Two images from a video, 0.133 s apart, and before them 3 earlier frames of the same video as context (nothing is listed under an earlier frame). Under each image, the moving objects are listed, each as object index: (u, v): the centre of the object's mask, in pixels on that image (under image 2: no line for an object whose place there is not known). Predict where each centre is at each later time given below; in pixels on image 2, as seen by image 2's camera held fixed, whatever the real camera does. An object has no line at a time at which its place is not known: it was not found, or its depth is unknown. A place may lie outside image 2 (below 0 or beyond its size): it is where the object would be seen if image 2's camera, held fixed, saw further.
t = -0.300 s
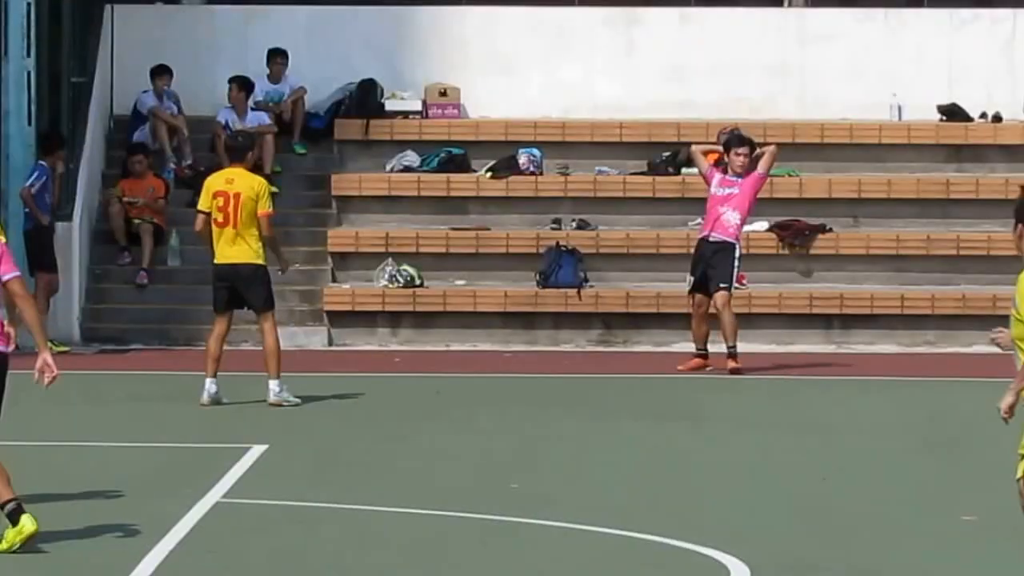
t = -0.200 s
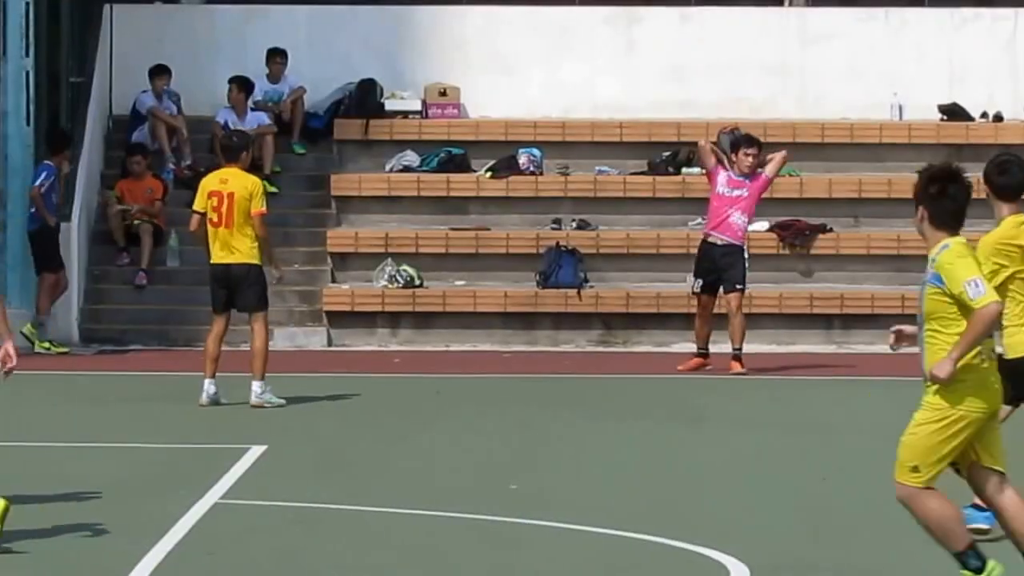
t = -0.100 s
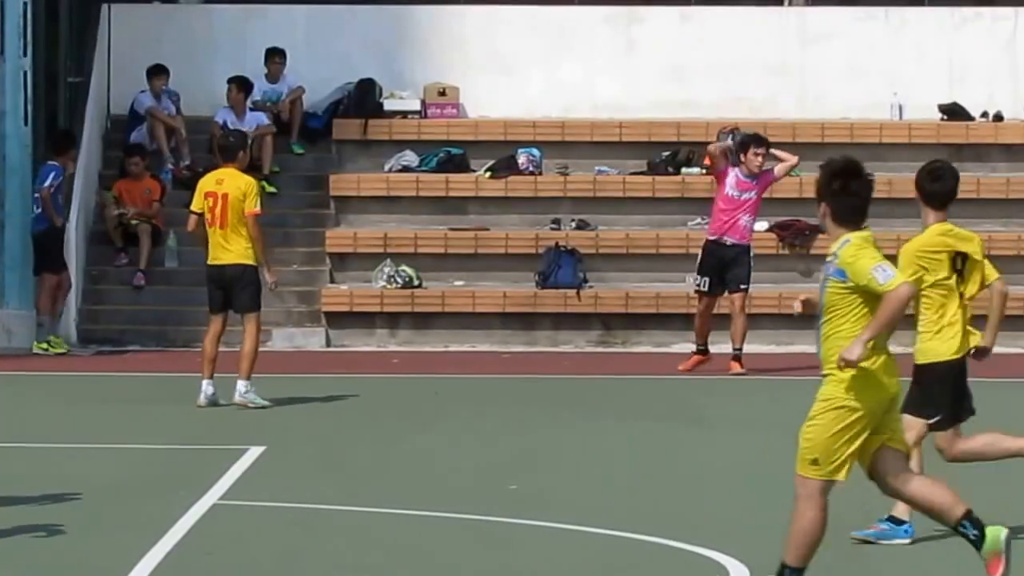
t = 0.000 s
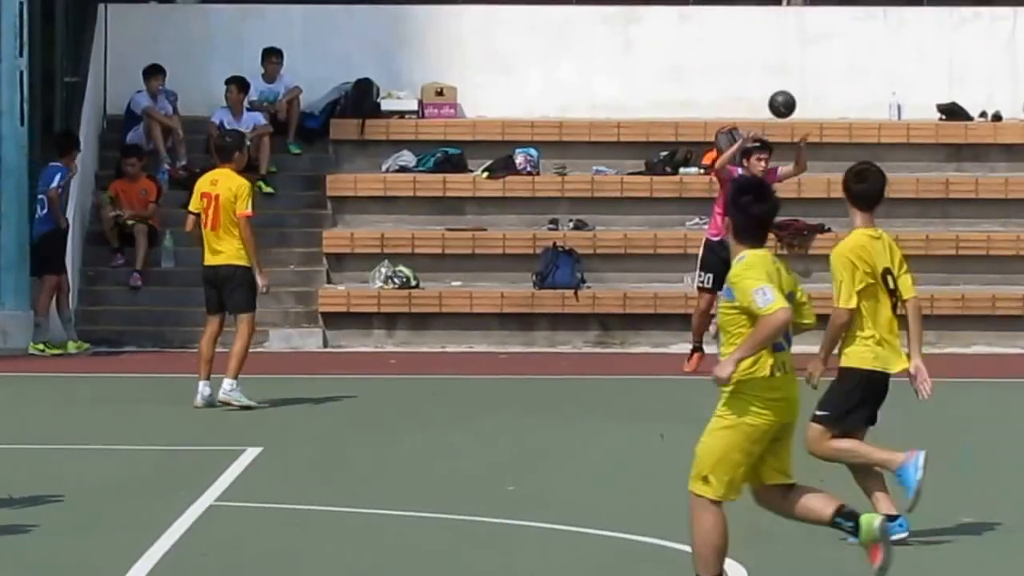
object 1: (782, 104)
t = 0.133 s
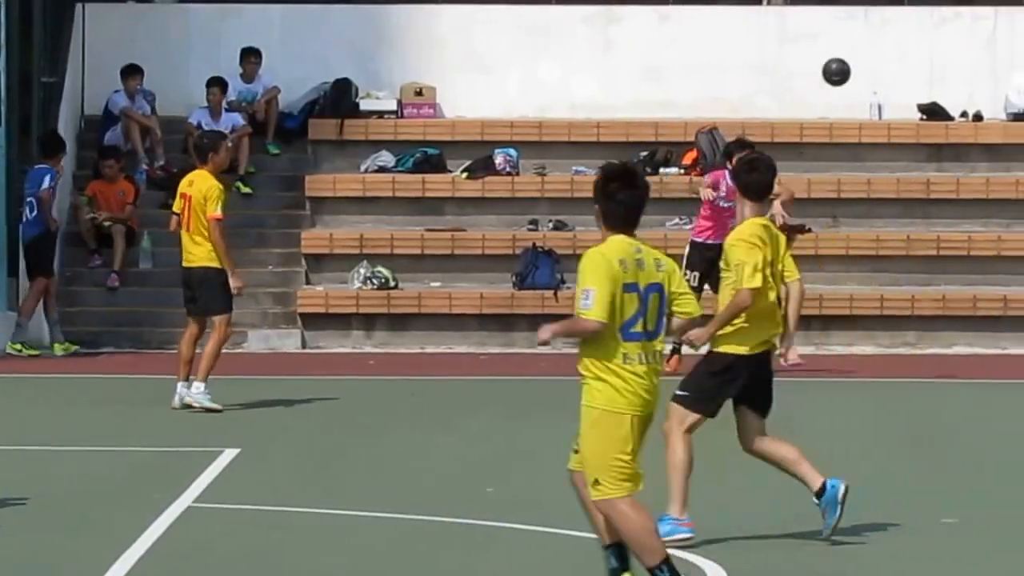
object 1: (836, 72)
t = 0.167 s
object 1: (855, 67)
